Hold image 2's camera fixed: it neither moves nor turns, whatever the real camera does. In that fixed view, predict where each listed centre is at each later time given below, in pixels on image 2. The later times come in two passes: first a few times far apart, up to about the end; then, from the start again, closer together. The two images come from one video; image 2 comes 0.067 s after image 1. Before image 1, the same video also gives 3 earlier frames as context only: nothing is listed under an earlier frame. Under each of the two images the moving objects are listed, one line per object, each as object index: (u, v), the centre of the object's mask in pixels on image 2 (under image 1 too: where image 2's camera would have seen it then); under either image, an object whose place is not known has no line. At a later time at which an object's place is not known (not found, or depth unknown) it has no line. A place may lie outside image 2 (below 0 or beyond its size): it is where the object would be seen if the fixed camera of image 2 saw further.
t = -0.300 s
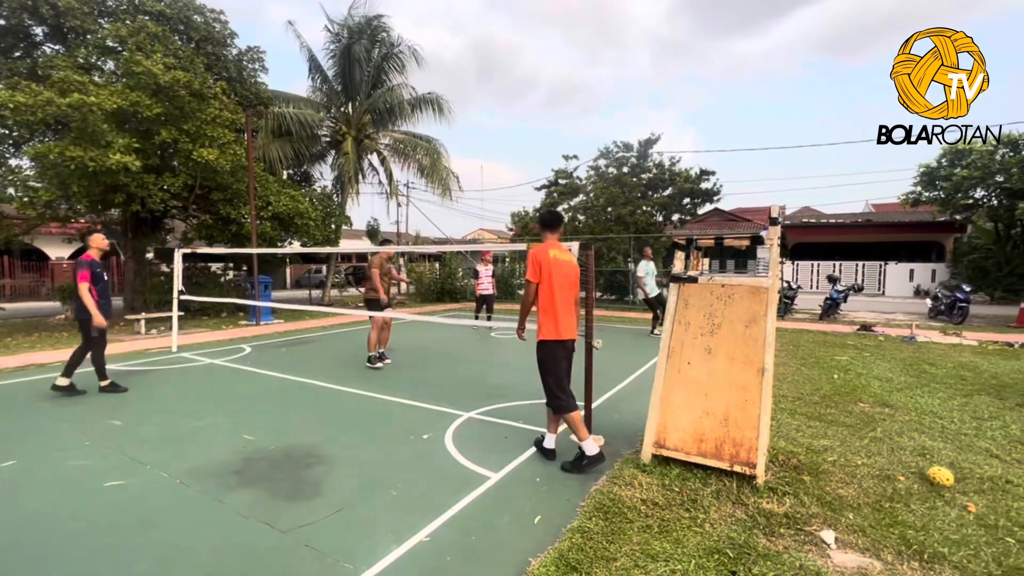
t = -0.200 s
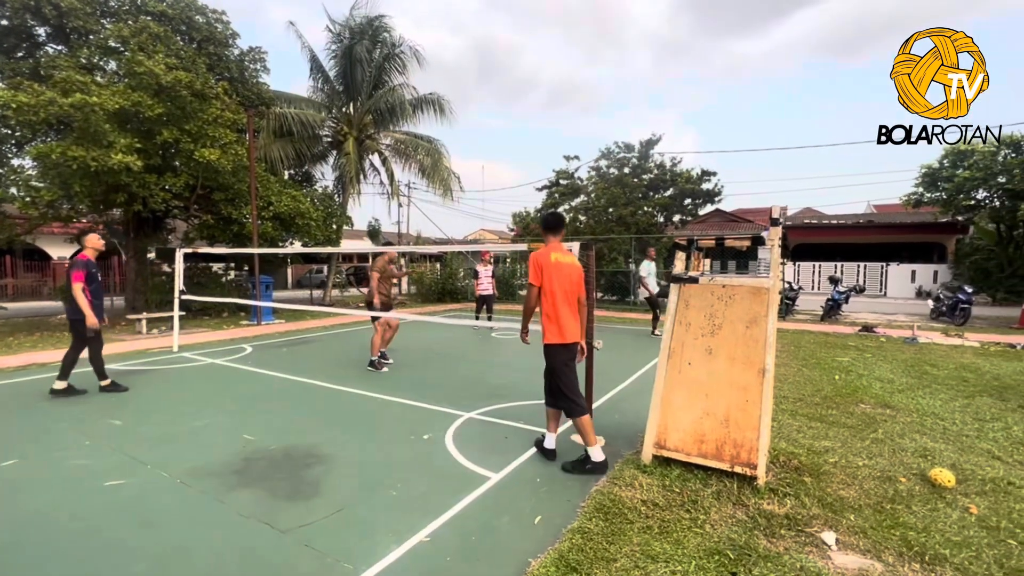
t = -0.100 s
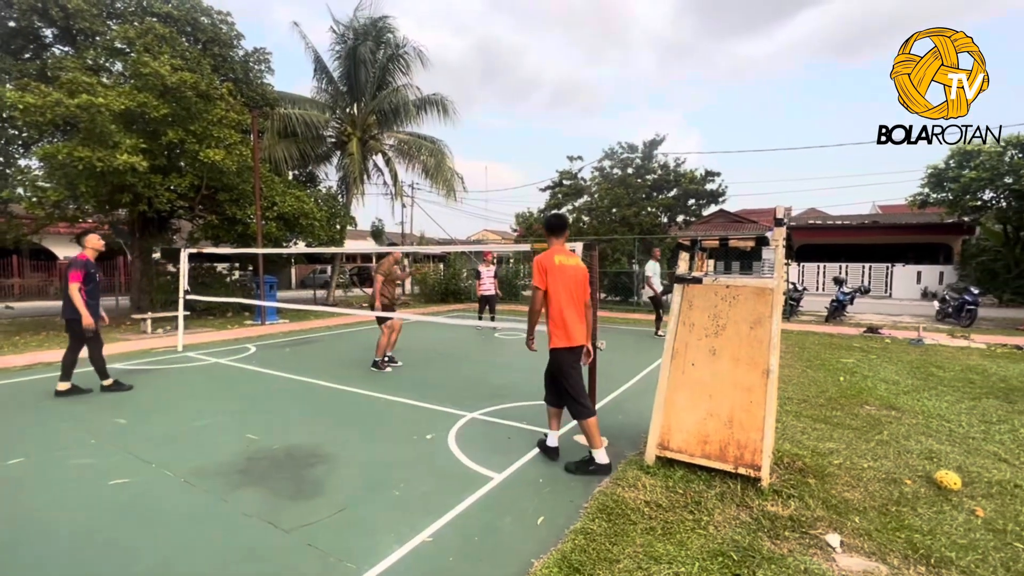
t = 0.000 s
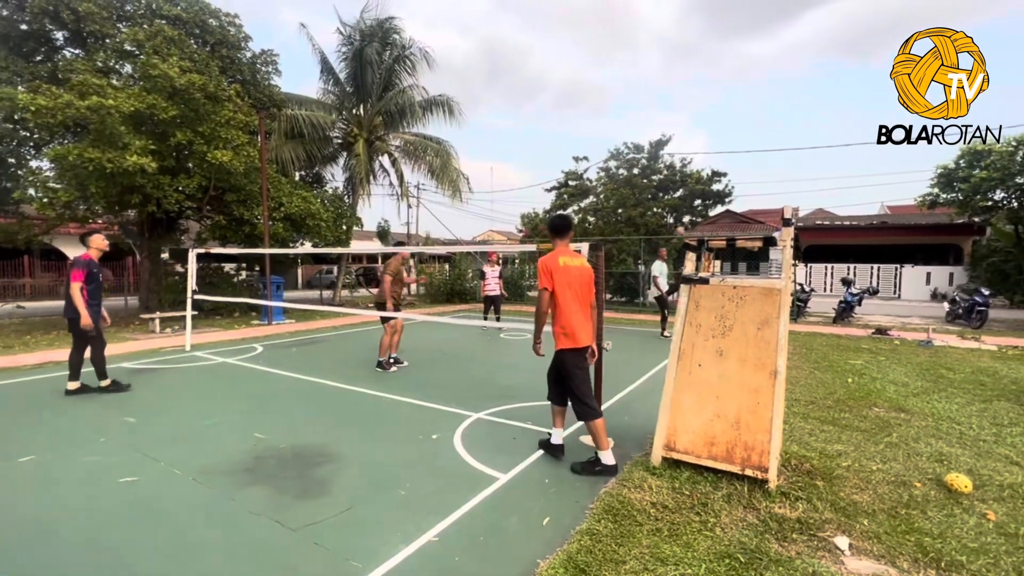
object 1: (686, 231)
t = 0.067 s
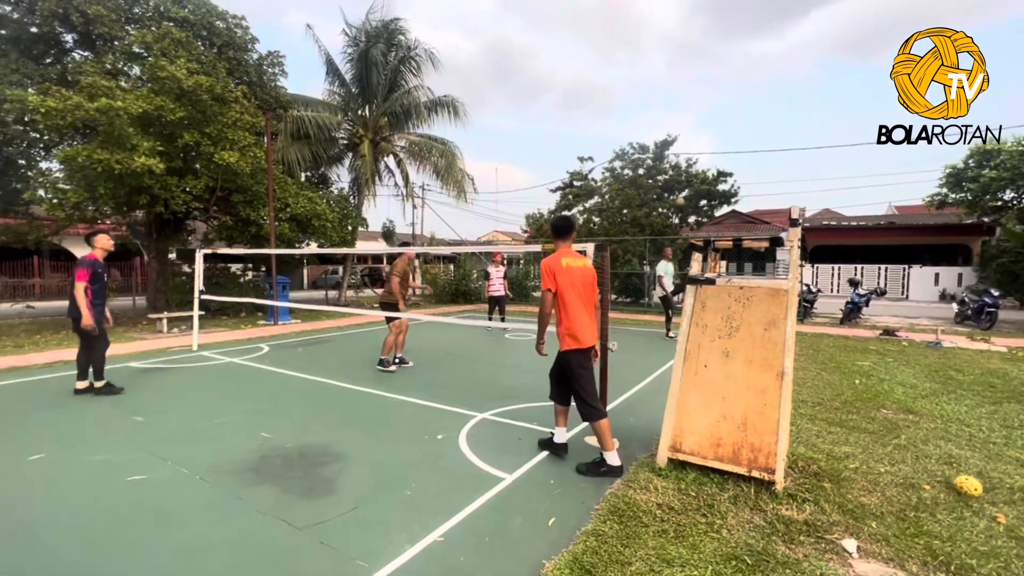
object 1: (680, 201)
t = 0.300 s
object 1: (659, 116)
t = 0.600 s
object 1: (629, 49)
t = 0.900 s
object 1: (598, 38)
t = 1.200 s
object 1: (565, 87)
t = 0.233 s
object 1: (665, 137)
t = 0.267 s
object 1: (662, 126)
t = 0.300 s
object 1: (659, 116)
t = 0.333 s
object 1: (655, 106)
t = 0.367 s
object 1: (652, 97)
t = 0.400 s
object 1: (649, 88)
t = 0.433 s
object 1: (646, 80)
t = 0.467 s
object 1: (642, 72)
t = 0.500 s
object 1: (639, 66)
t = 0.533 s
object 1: (636, 60)
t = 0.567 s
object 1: (632, 54)
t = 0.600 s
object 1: (629, 49)
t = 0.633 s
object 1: (626, 45)
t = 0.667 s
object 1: (622, 42)
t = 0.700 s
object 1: (619, 39)
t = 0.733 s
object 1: (615, 37)
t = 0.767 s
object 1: (612, 36)
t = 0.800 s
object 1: (608, 35)
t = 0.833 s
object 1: (605, 36)
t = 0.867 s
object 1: (601, 36)
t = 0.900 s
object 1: (598, 38)
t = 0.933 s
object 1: (594, 40)
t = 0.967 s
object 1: (590, 44)
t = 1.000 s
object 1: (587, 47)
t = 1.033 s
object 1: (583, 52)
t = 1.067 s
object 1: (580, 58)
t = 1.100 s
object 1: (576, 64)
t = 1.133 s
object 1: (572, 71)
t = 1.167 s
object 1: (569, 79)
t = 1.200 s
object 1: (565, 87)
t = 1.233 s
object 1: (562, 97)
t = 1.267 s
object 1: (558, 107)
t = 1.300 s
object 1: (554, 118)
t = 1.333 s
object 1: (551, 129)
